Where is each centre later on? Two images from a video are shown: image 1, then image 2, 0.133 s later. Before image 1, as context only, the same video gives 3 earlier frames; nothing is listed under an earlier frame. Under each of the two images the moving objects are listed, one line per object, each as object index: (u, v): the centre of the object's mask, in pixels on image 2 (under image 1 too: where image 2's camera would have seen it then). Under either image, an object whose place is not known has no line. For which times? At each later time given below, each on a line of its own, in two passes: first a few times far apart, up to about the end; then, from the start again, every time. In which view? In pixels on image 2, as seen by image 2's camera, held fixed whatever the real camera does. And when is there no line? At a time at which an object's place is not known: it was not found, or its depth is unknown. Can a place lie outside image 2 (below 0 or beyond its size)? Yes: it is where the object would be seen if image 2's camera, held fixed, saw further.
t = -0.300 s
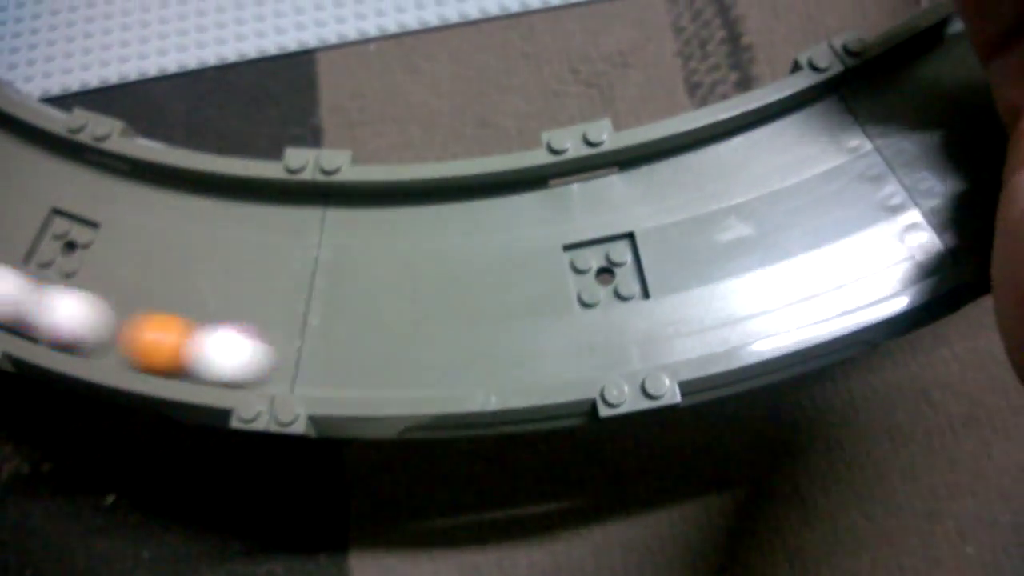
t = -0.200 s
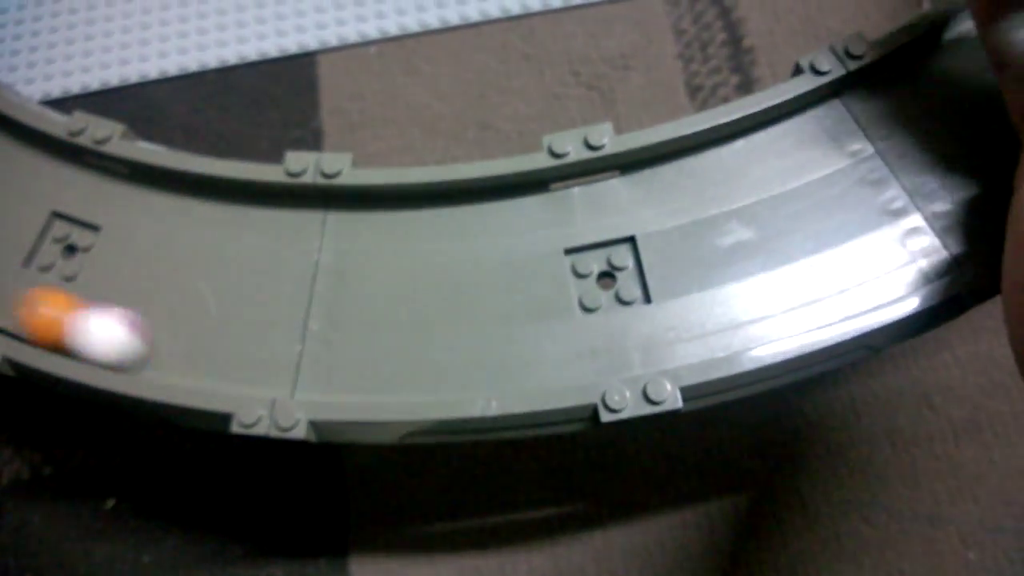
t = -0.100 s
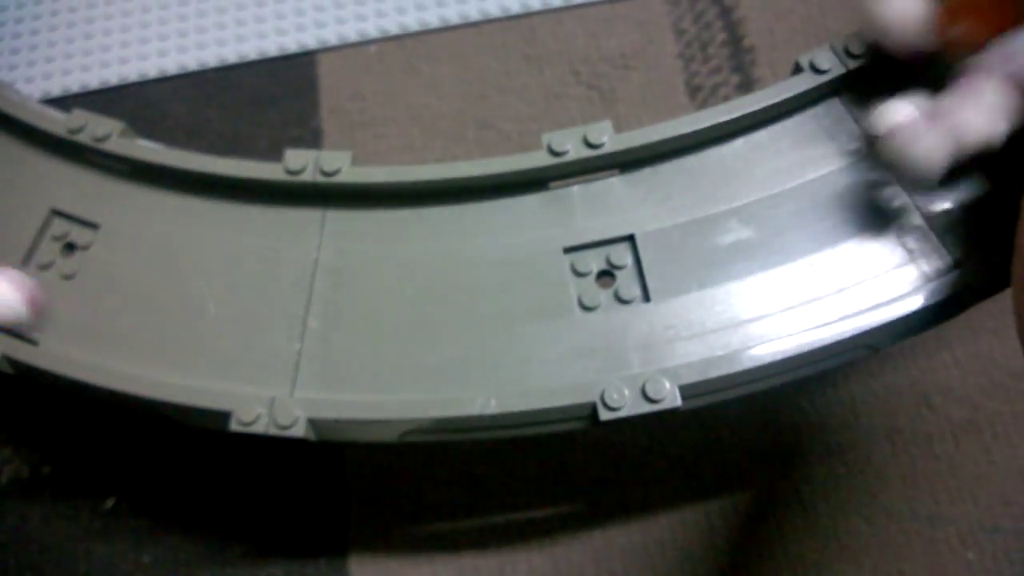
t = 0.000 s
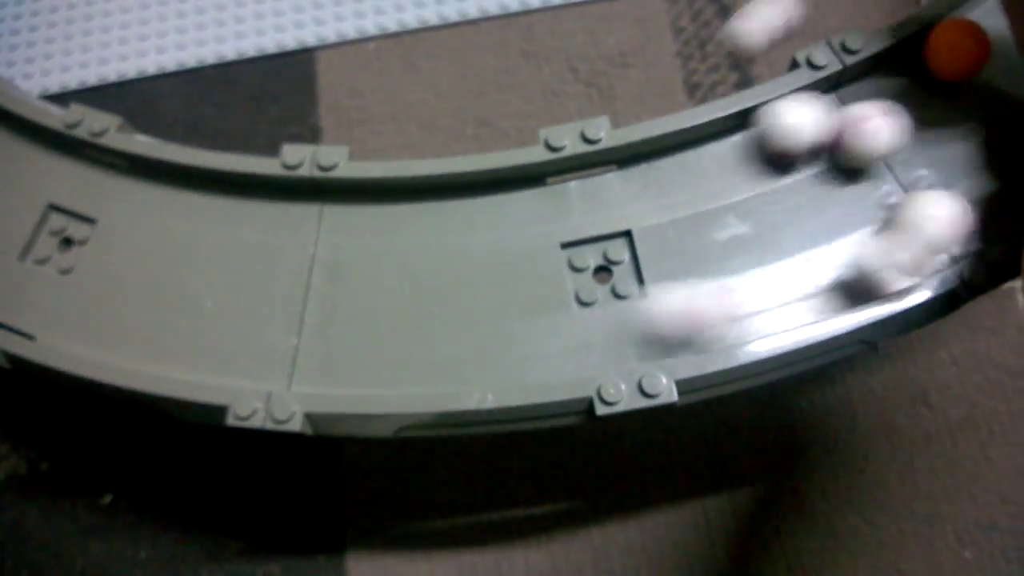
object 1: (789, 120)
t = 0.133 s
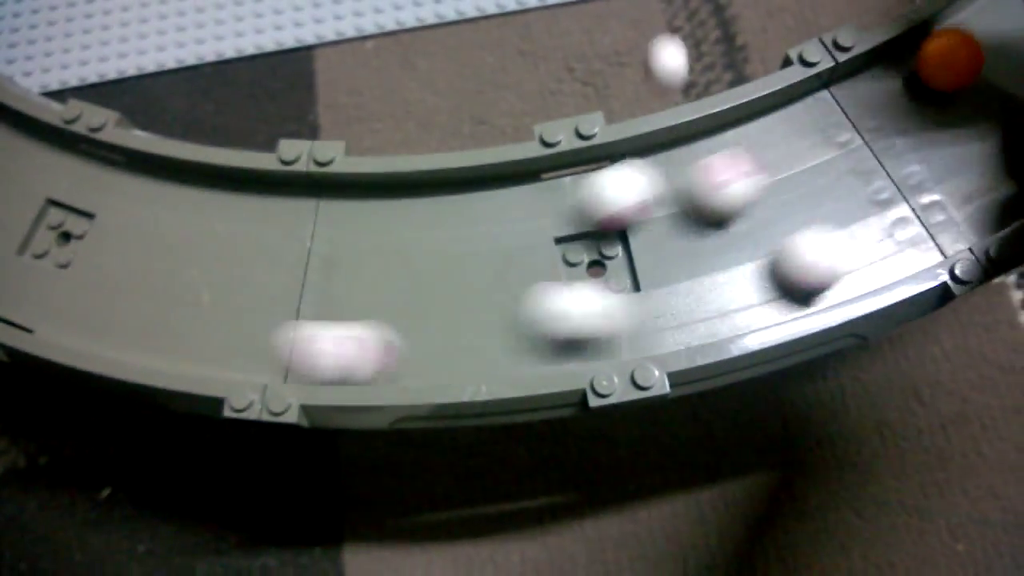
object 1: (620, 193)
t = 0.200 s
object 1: (525, 239)
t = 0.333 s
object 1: (316, 343)
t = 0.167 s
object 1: (574, 215)
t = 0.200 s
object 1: (525, 239)
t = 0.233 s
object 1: (476, 261)
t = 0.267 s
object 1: (427, 285)
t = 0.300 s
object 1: (376, 313)
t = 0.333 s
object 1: (316, 343)
